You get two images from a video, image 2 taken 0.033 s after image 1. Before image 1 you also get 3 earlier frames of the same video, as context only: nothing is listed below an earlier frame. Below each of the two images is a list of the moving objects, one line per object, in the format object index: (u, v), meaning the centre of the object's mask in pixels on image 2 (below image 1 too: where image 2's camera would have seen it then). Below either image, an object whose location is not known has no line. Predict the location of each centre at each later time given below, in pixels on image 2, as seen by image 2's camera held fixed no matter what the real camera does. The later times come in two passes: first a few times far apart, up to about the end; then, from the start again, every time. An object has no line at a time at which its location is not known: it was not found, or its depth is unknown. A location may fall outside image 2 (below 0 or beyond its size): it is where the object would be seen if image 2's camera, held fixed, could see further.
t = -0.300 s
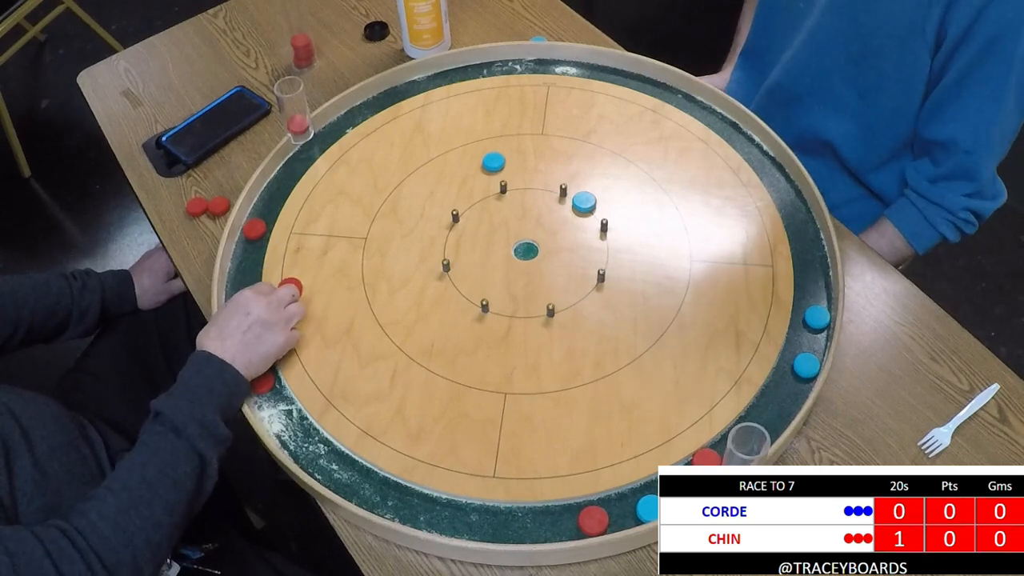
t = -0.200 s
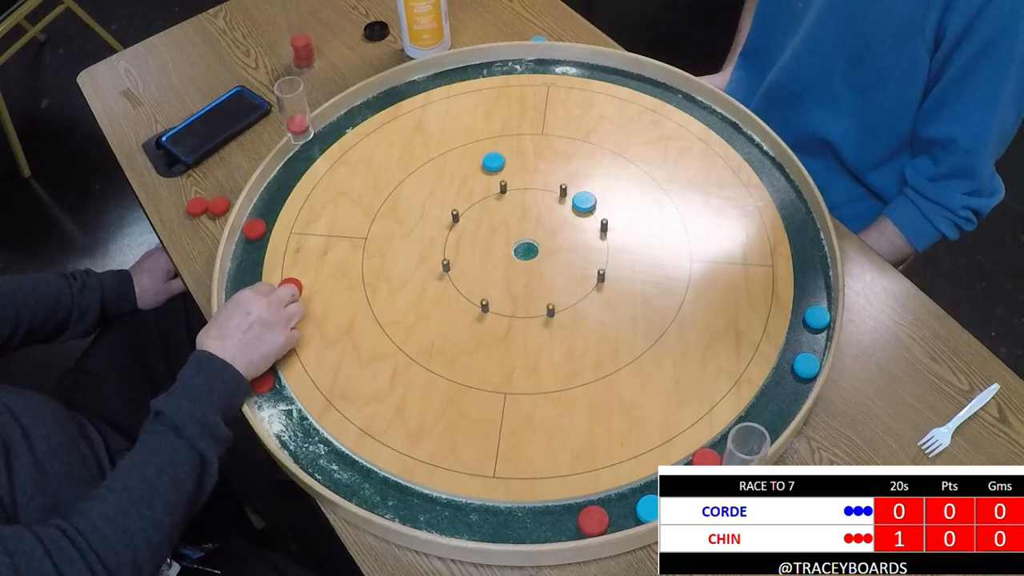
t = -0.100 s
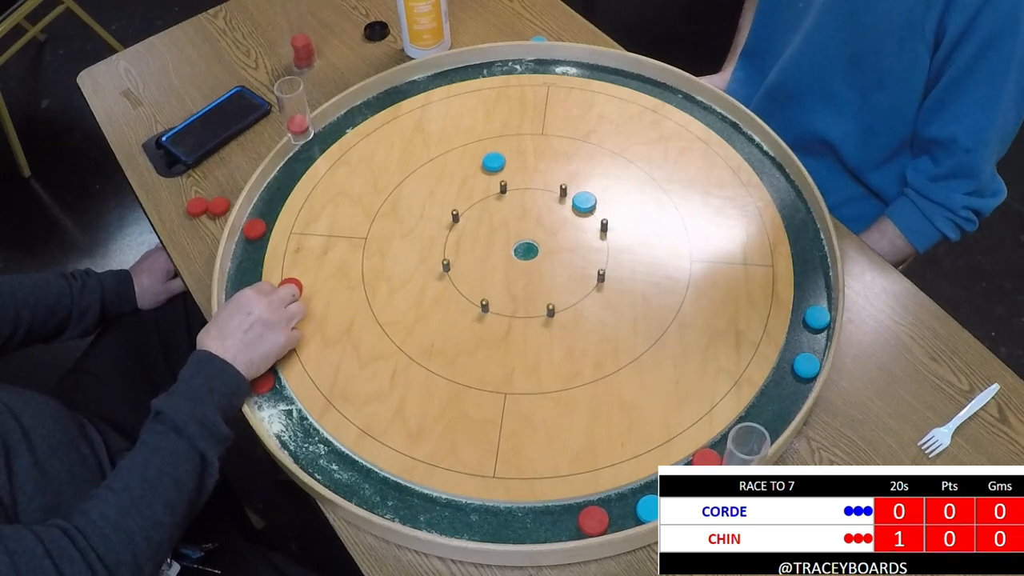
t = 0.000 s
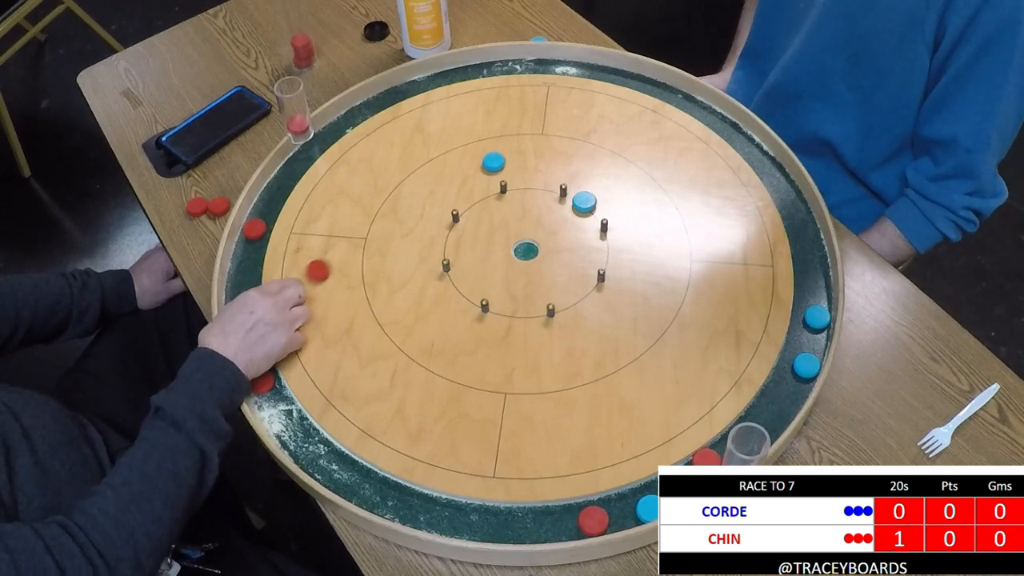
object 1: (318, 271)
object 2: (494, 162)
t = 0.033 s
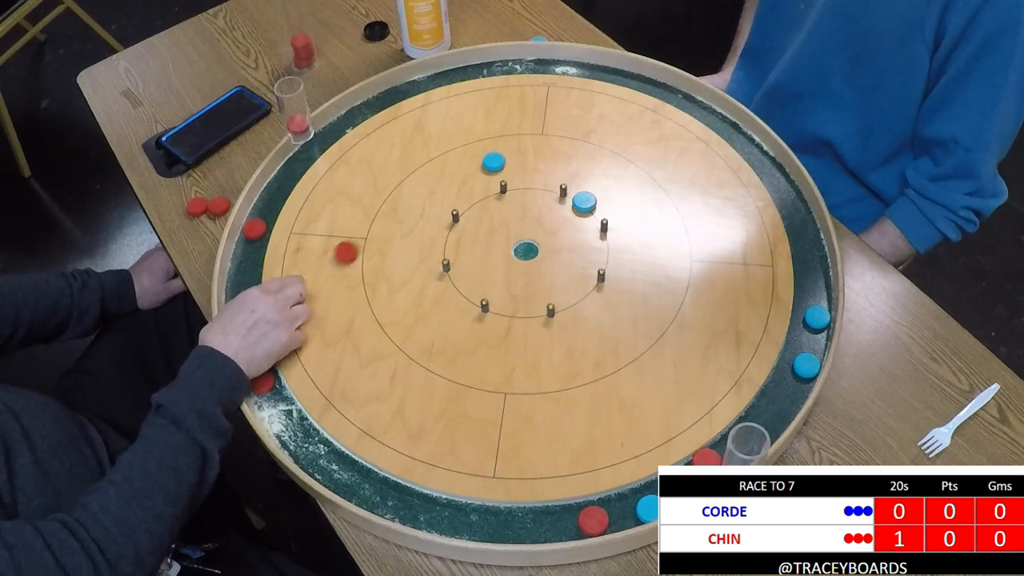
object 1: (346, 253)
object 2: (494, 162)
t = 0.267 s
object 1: (472, 167)
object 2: (528, 146)
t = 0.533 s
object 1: (470, 163)
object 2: (652, 87)
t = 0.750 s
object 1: (470, 163)
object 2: (676, 94)
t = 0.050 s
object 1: (359, 244)
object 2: (494, 162)
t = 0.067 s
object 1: (372, 235)
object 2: (494, 162)
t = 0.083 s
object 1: (386, 227)
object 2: (494, 162)
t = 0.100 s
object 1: (398, 218)
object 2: (494, 162)
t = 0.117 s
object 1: (411, 211)
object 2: (494, 162)
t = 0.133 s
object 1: (422, 203)
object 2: (494, 162)
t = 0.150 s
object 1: (434, 195)
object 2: (494, 162)
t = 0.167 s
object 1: (445, 188)
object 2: (494, 162)
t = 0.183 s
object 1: (456, 182)
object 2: (494, 162)
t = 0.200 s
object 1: (467, 175)
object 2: (494, 162)
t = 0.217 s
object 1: (473, 170)
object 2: (499, 160)
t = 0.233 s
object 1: (472, 169)
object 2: (509, 155)
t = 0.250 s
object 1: (472, 168)
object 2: (518, 150)
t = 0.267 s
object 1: (472, 167)
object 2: (528, 146)
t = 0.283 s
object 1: (472, 166)
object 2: (537, 141)
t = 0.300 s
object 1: (471, 165)
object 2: (546, 137)
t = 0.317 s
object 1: (471, 164)
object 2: (555, 132)
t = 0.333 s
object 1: (471, 164)
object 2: (564, 128)
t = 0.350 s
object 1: (471, 163)
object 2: (572, 124)
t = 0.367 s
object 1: (471, 163)
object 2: (580, 120)
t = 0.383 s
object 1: (471, 163)
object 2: (589, 116)
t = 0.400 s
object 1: (471, 163)
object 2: (596, 113)
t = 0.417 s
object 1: (470, 163)
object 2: (604, 109)
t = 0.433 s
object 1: (470, 163)
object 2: (611, 105)
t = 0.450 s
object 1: (470, 163)
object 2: (618, 102)
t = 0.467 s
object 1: (470, 163)
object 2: (625, 99)
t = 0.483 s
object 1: (470, 163)
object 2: (633, 95)
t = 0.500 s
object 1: (470, 163)
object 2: (639, 92)
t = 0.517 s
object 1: (470, 163)
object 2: (646, 89)
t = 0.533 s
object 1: (470, 163)
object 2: (652, 87)
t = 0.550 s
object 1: (470, 163)
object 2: (658, 86)
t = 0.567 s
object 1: (470, 163)
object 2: (662, 86)
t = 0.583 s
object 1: (470, 163)
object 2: (663, 87)
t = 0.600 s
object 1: (470, 163)
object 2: (663, 90)
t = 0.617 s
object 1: (470, 163)
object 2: (664, 93)
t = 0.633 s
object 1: (470, 163)
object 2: (664, 94)
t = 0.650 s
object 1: (470, 163)
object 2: (667, 94)
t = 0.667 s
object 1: (470, 163)
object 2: (669, 94)
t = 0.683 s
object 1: (470, 163)
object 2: (671, 94)
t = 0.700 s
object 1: (470, 163)
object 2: (672, 93)
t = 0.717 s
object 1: (470, 163)
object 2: (674, 93)
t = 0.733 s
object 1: (470, 163)
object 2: (676, 93)
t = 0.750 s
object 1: (470, 163)
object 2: (676, 94)
